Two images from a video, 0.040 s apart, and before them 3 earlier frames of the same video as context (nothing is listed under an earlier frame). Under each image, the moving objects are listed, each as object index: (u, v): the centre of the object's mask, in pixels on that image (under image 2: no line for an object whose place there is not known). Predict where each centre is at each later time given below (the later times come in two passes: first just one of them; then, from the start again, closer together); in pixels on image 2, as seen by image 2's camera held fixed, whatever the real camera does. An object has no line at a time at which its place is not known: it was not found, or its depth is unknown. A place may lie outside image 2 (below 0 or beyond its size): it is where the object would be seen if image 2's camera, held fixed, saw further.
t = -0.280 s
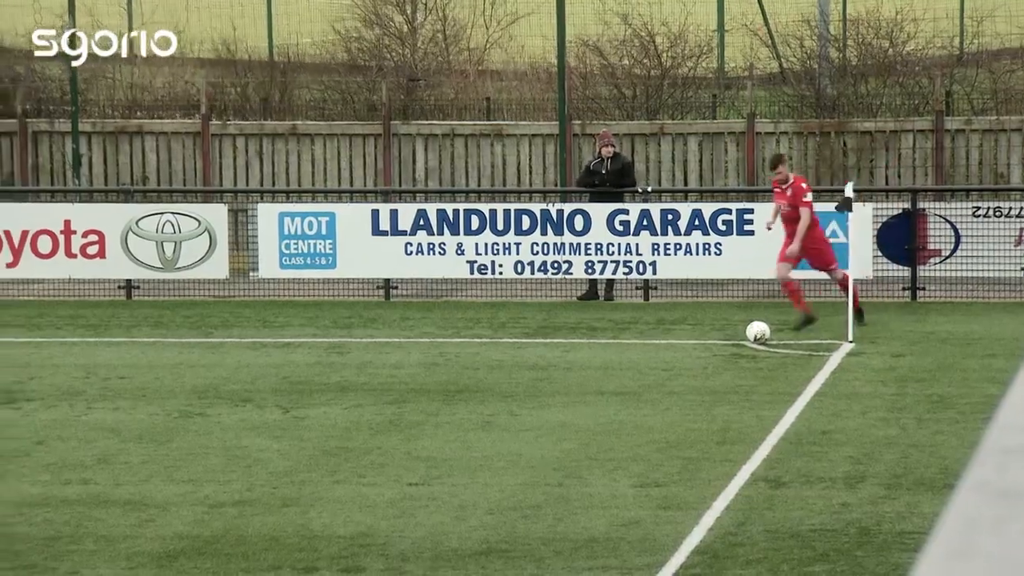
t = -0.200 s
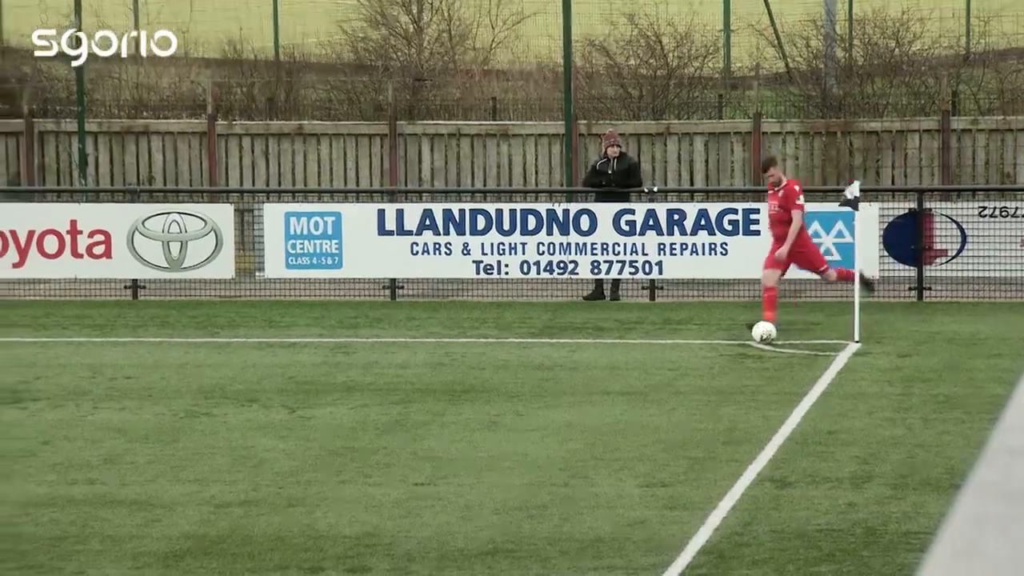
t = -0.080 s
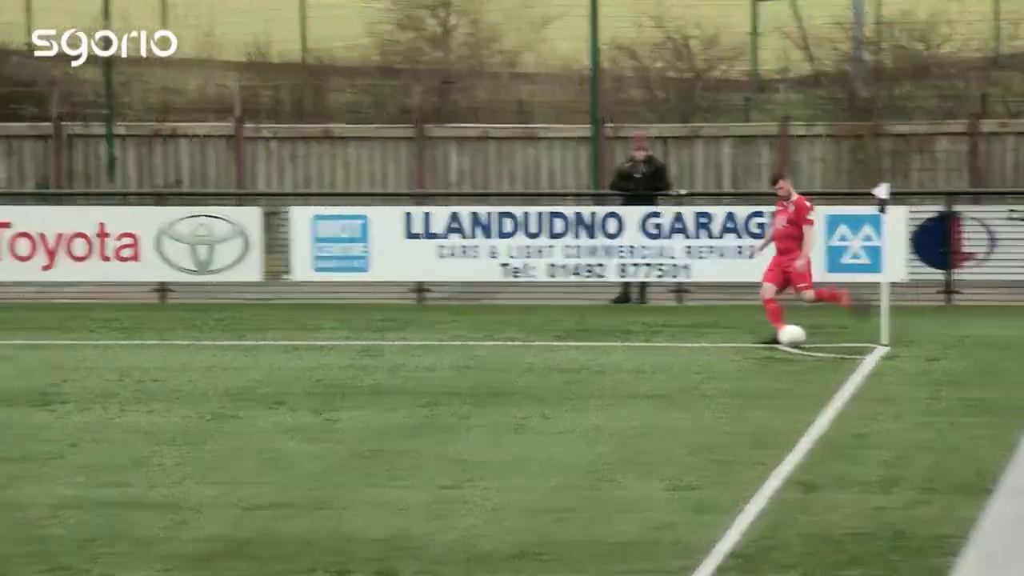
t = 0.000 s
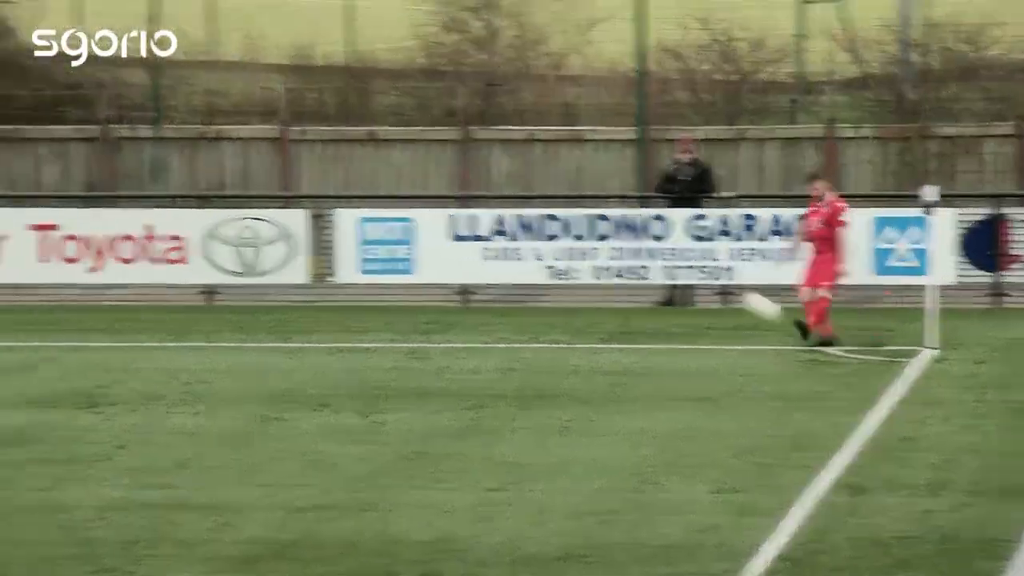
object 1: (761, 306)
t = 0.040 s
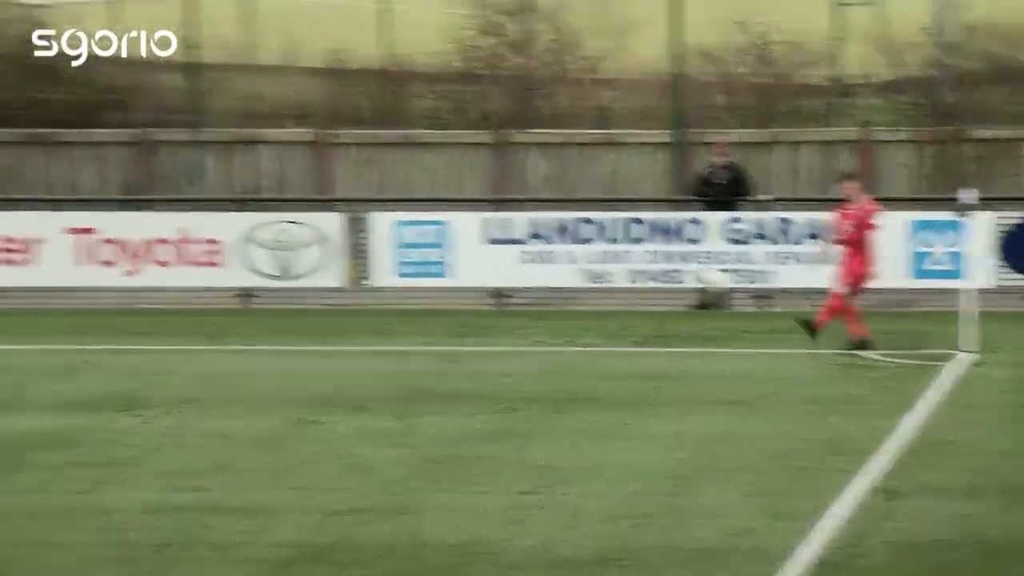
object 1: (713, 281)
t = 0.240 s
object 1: (304, 131)
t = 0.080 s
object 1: (626, 248)
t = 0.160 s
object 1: (465, 189)
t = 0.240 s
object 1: (304, 131)
